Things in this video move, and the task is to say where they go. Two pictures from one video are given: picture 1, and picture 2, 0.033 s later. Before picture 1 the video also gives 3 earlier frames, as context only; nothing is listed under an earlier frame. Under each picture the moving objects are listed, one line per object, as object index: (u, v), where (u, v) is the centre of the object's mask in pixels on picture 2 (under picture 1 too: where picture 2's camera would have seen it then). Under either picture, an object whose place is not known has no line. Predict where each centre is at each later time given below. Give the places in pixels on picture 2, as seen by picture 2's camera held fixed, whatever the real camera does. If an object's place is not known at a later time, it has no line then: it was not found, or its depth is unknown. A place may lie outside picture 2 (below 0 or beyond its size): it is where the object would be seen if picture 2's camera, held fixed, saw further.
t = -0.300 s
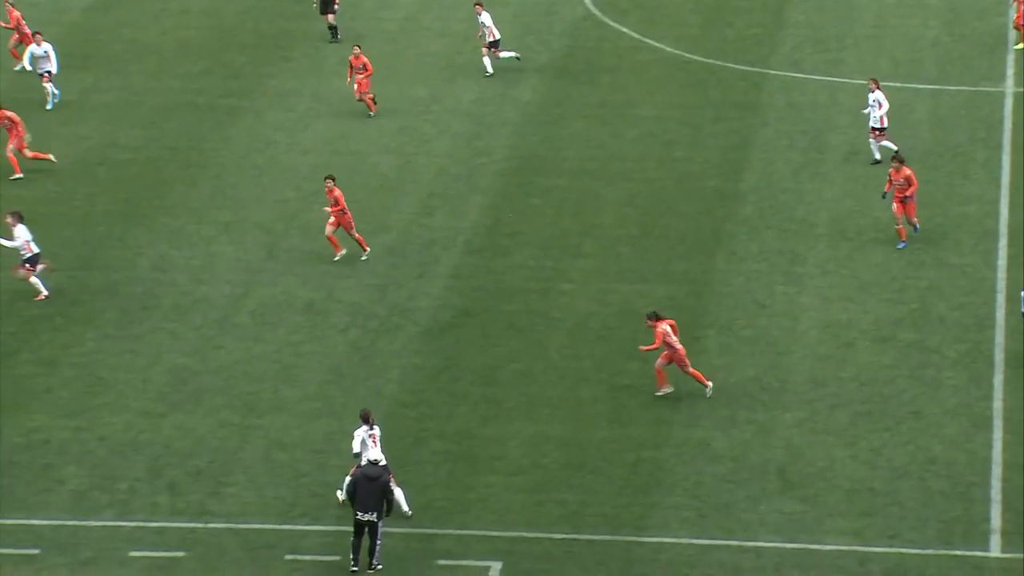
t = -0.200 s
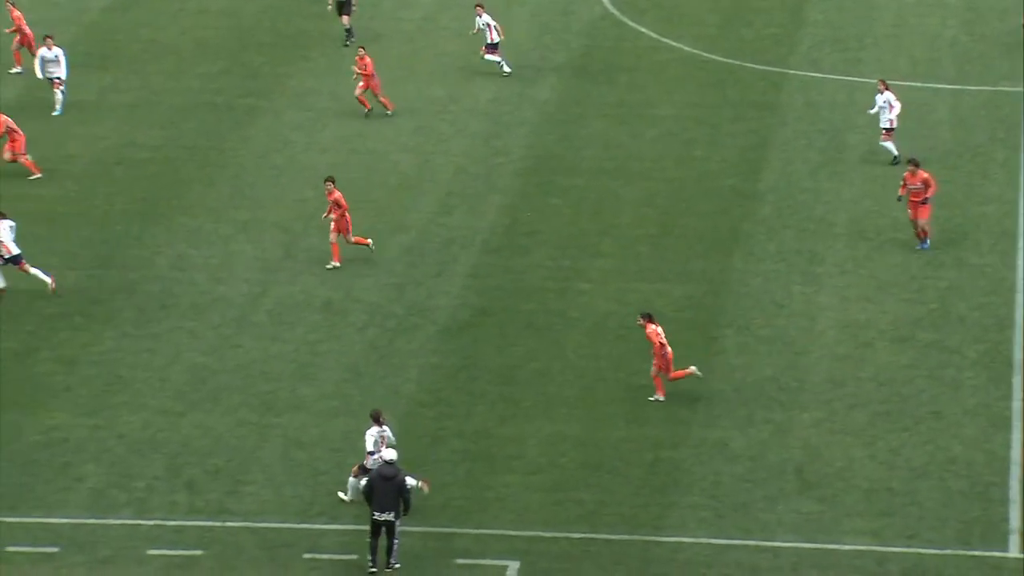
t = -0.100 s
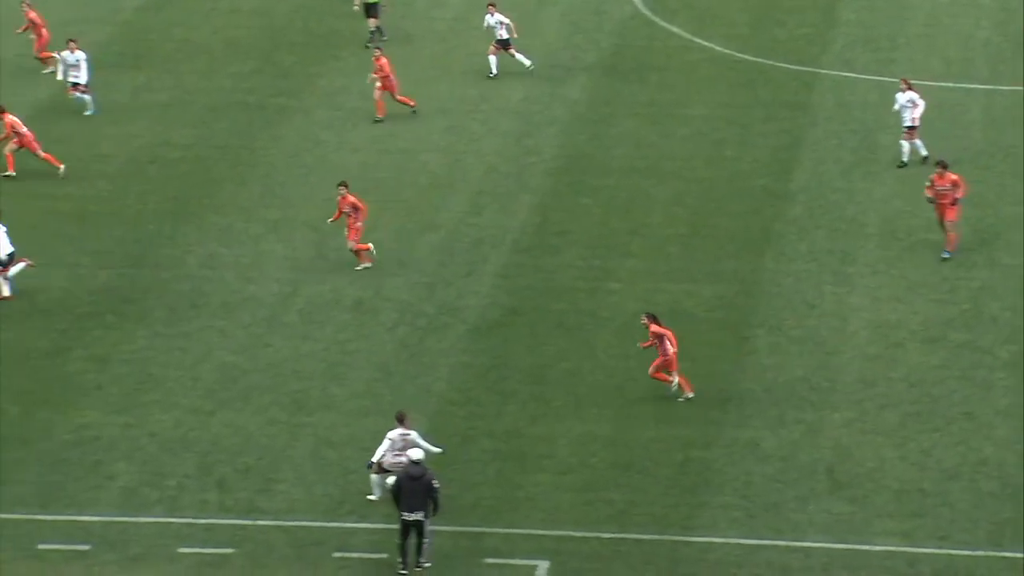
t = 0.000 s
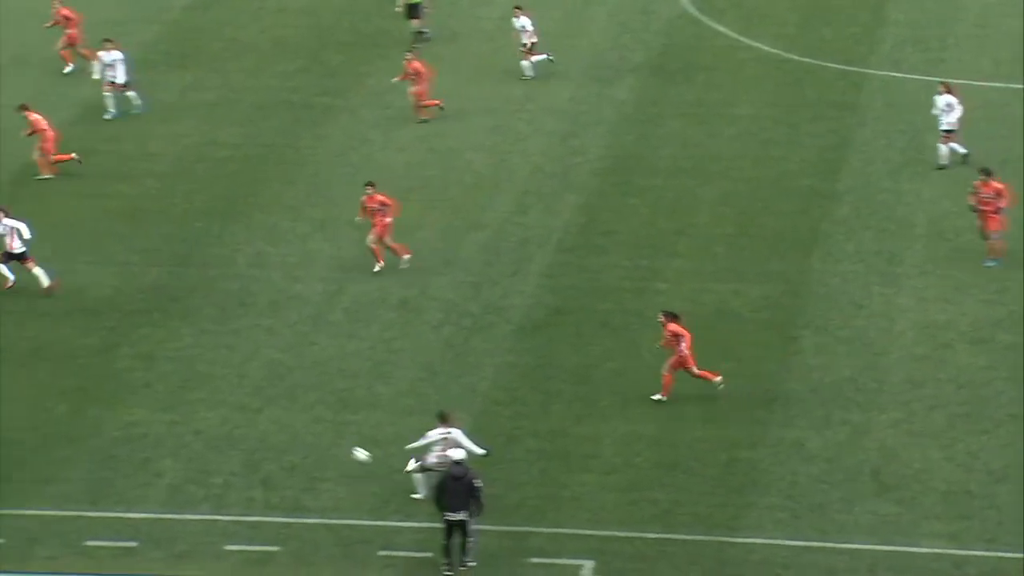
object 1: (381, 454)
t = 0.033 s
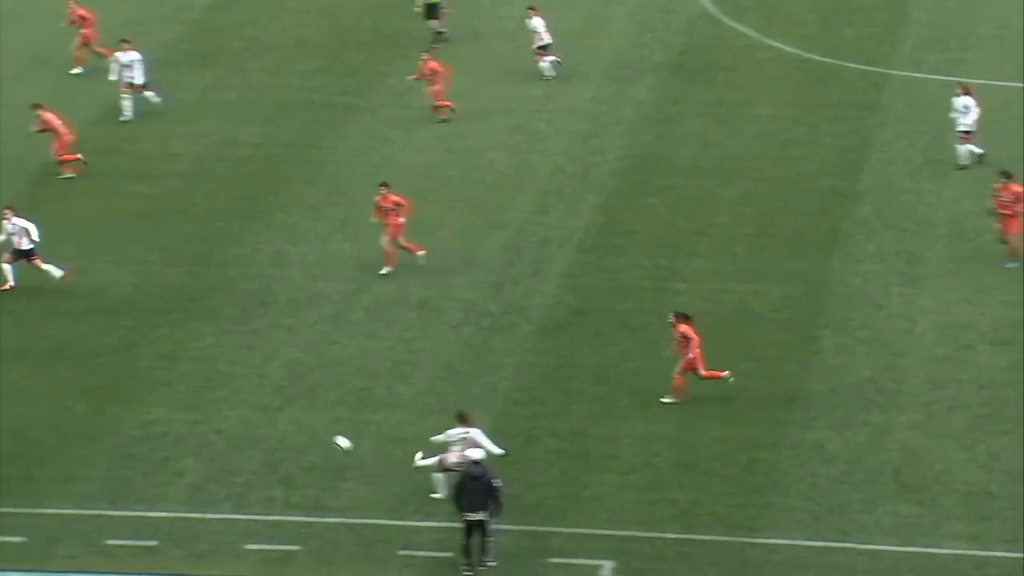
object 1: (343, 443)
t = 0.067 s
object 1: (304, 432)
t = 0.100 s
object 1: (267, 424)
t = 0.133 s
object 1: (230, 416)
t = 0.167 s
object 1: (192, 409)
